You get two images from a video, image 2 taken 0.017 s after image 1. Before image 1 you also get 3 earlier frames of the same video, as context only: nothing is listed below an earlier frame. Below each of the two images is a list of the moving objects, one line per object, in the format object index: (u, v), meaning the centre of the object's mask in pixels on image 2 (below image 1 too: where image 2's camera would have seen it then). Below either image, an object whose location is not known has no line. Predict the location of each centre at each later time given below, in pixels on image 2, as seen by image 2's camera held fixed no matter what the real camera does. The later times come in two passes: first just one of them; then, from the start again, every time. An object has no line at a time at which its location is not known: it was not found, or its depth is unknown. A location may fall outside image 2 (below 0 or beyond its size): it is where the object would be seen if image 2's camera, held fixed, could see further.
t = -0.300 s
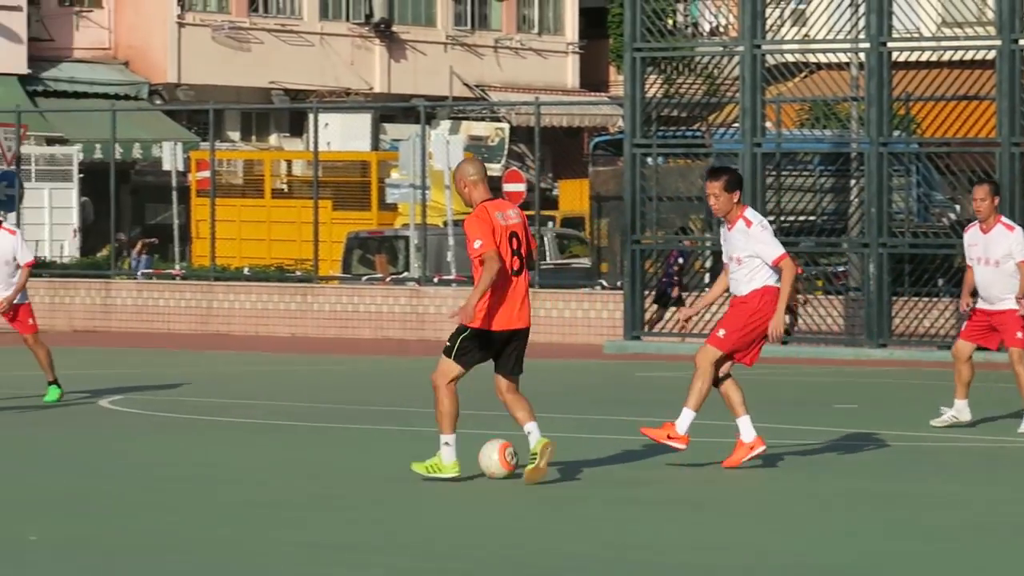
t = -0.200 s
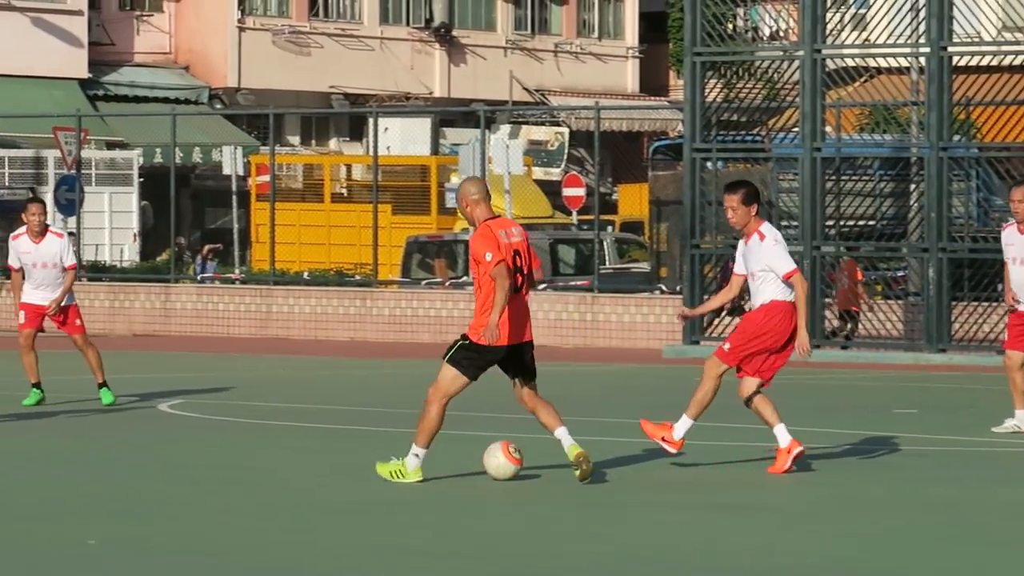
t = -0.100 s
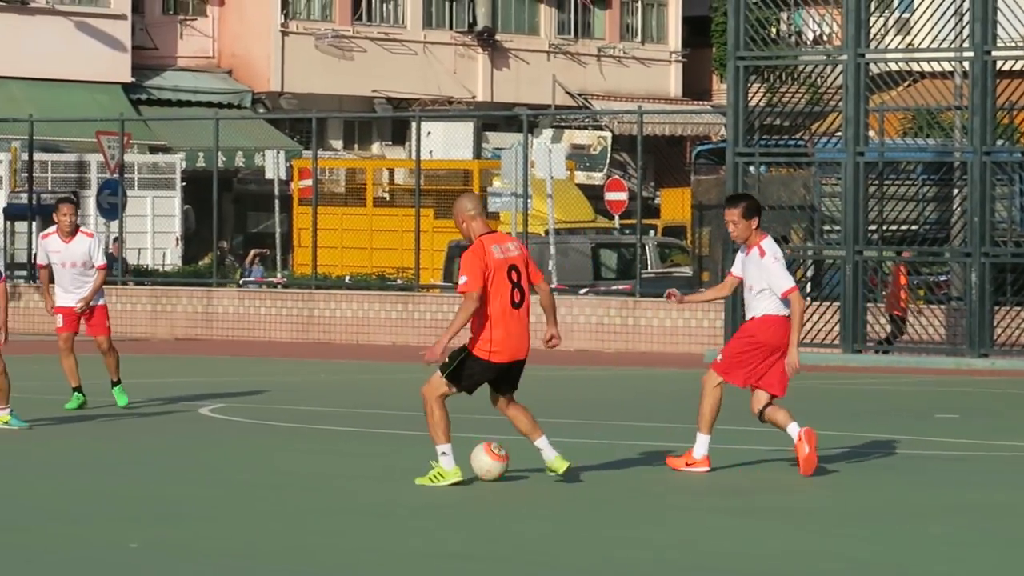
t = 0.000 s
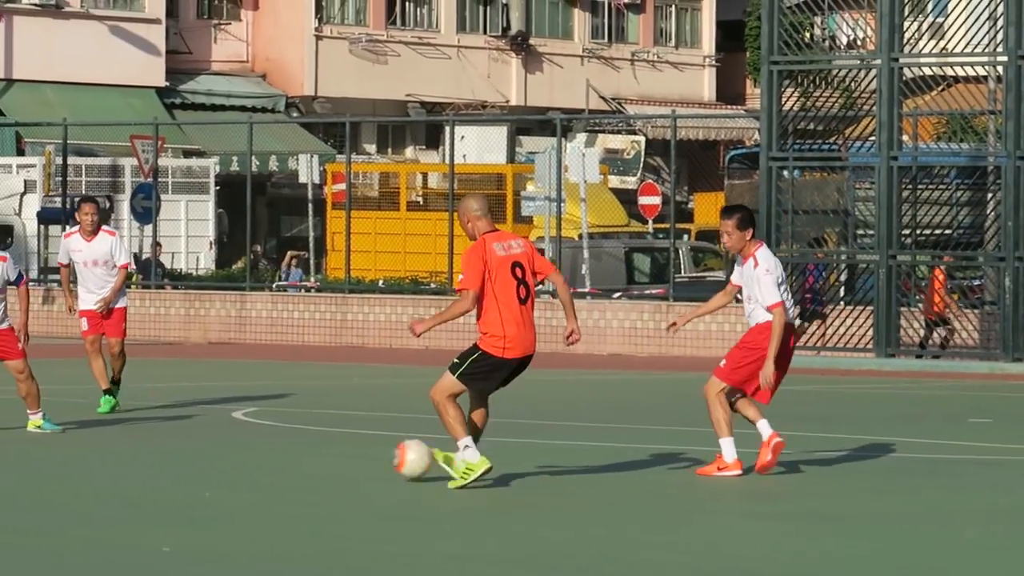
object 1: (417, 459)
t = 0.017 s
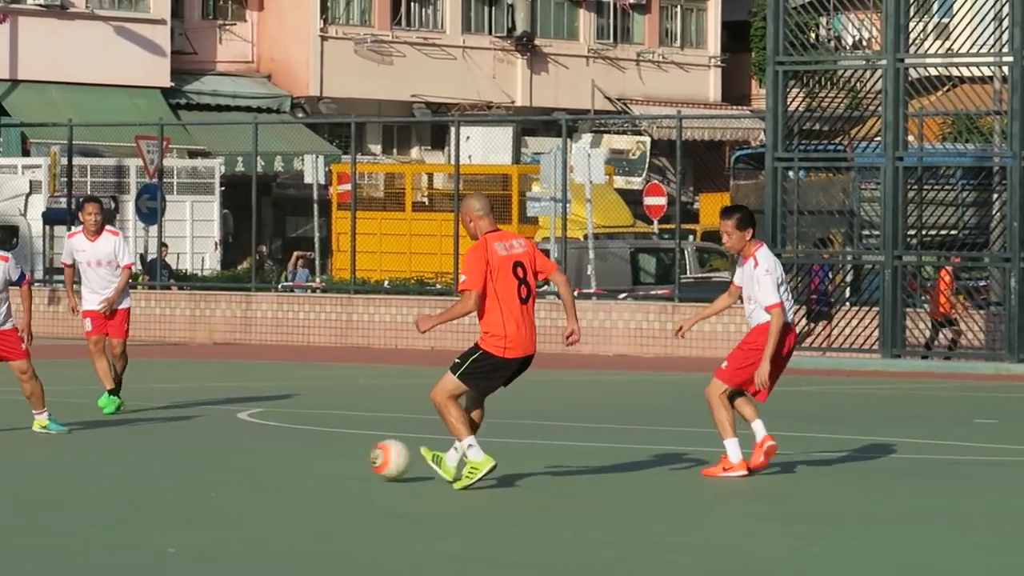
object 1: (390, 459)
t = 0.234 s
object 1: (58, 457)
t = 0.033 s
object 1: (362, 458)
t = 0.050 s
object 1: (334, 459)
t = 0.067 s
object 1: (307, 459)
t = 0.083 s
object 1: (279, 460)
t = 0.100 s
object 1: (253, 459)
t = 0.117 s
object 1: (229, 457)
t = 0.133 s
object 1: (205, 455)
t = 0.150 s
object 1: (180, 454)
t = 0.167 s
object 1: (156, 454)
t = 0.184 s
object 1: (131, 454)
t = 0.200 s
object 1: (106, 454)
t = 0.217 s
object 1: (82, 455)
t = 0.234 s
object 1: (58, 457)
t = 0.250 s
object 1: (36, 455)
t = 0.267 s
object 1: (14, 453)
